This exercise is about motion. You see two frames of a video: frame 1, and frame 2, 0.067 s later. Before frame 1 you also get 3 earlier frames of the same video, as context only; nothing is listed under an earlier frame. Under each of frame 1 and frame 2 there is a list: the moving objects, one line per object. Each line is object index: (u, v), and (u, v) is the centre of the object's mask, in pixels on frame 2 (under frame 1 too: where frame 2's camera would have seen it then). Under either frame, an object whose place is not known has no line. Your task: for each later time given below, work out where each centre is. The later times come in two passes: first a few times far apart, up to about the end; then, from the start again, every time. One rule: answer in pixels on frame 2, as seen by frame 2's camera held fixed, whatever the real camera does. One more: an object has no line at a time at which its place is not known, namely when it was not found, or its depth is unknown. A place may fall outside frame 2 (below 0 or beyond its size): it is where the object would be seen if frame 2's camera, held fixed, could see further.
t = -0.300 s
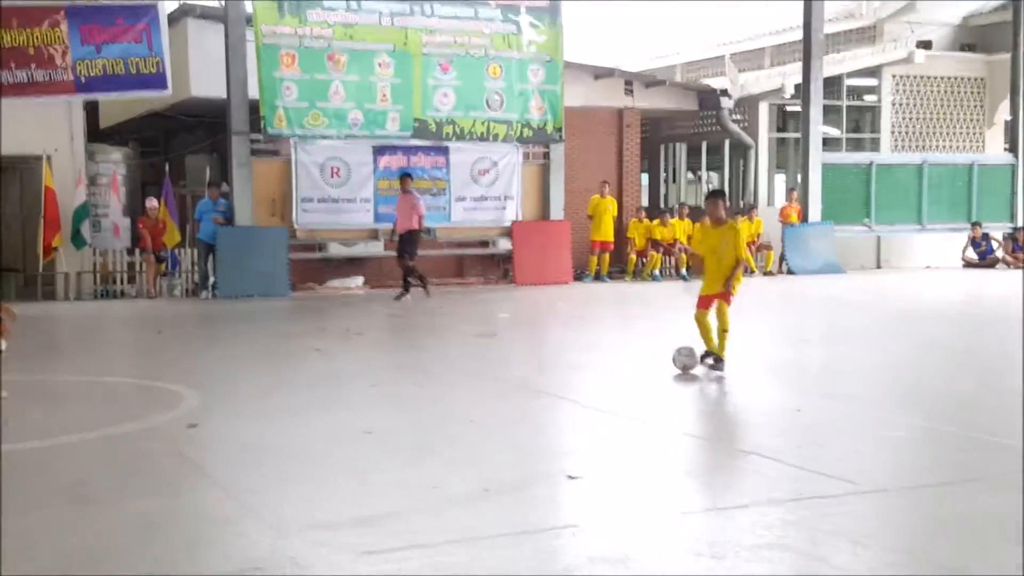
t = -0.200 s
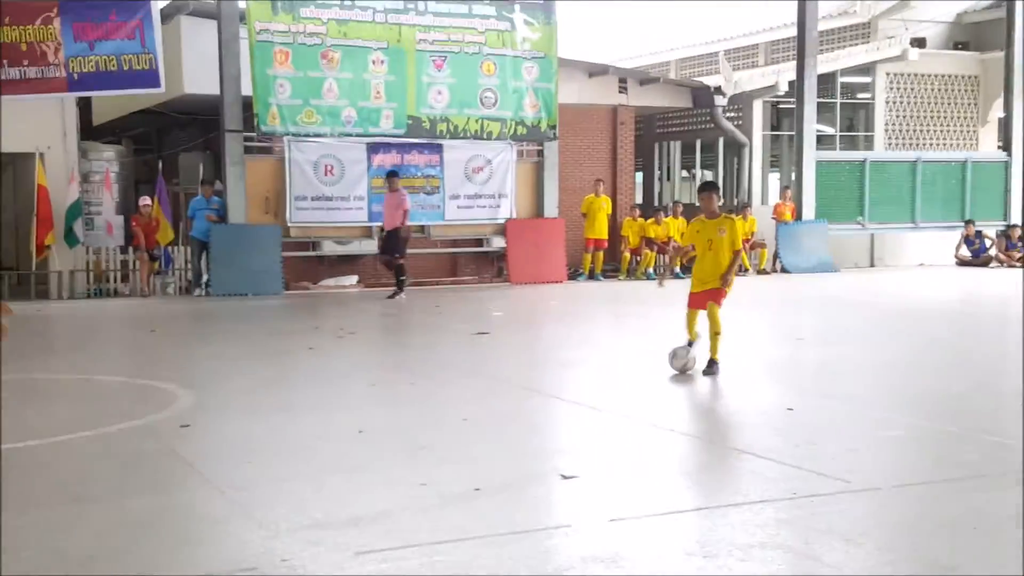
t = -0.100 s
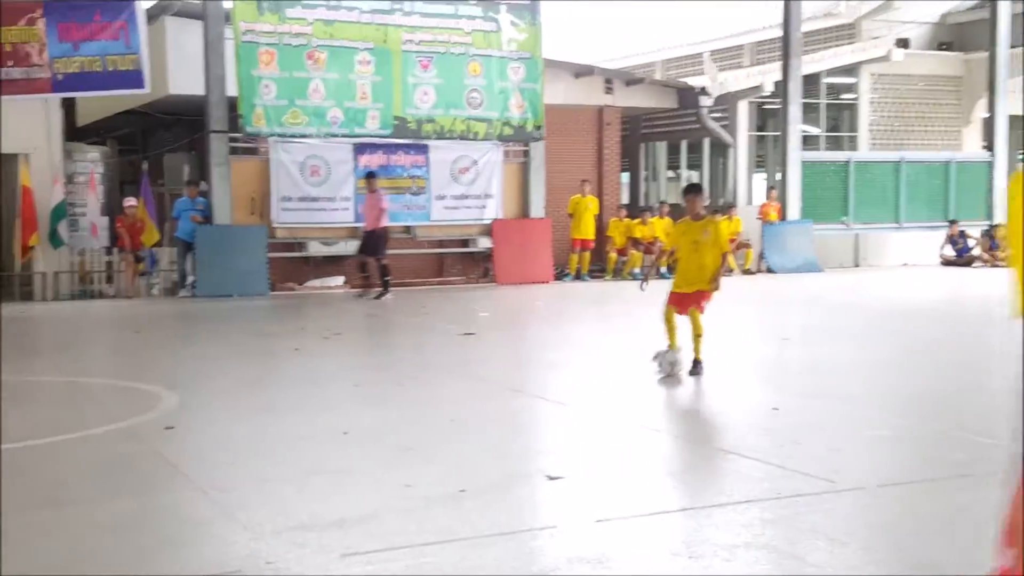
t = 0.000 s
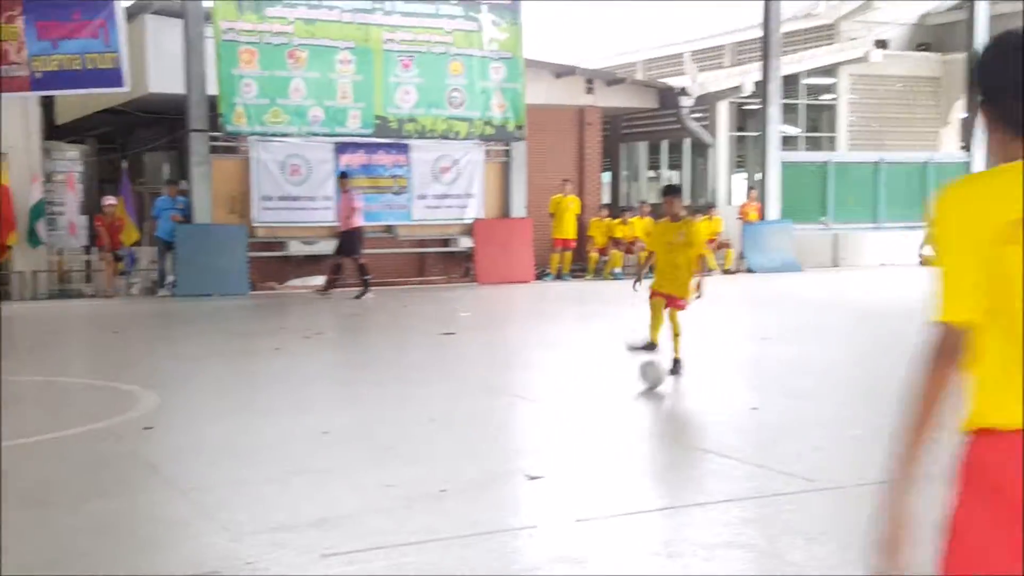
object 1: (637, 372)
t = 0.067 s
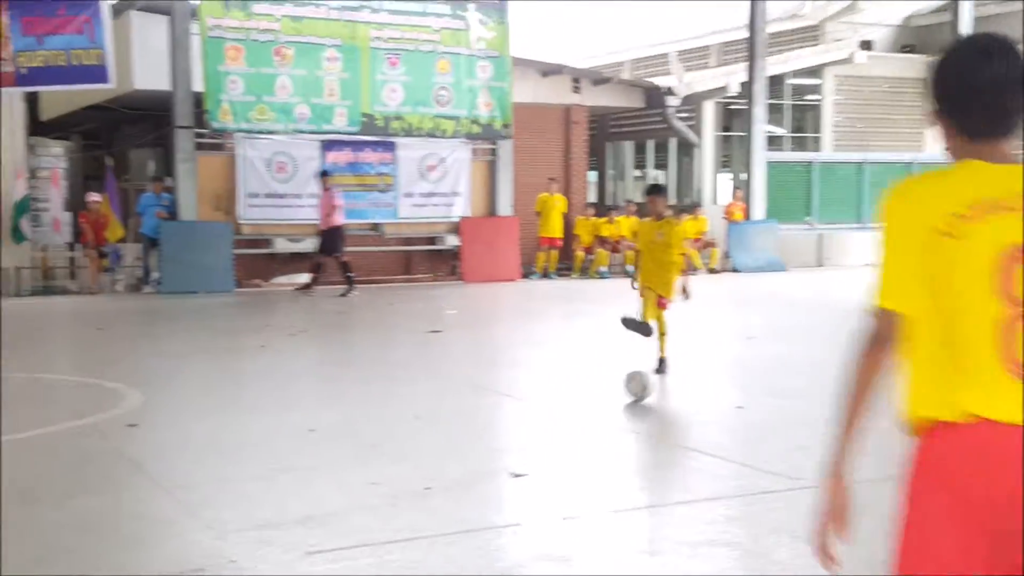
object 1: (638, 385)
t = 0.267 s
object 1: (642, 431)
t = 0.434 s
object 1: (648, 484)
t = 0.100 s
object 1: (638, 392)
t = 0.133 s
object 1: (638, 400)
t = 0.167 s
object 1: (640, 407)
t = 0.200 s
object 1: (640, 415)
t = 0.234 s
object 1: (641, 423)
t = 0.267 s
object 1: (642, 431)
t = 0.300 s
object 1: (643, 440)
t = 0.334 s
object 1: (644, 448)
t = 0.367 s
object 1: (646, 458)
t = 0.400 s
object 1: (647, 472)
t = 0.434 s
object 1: (648, 484)
